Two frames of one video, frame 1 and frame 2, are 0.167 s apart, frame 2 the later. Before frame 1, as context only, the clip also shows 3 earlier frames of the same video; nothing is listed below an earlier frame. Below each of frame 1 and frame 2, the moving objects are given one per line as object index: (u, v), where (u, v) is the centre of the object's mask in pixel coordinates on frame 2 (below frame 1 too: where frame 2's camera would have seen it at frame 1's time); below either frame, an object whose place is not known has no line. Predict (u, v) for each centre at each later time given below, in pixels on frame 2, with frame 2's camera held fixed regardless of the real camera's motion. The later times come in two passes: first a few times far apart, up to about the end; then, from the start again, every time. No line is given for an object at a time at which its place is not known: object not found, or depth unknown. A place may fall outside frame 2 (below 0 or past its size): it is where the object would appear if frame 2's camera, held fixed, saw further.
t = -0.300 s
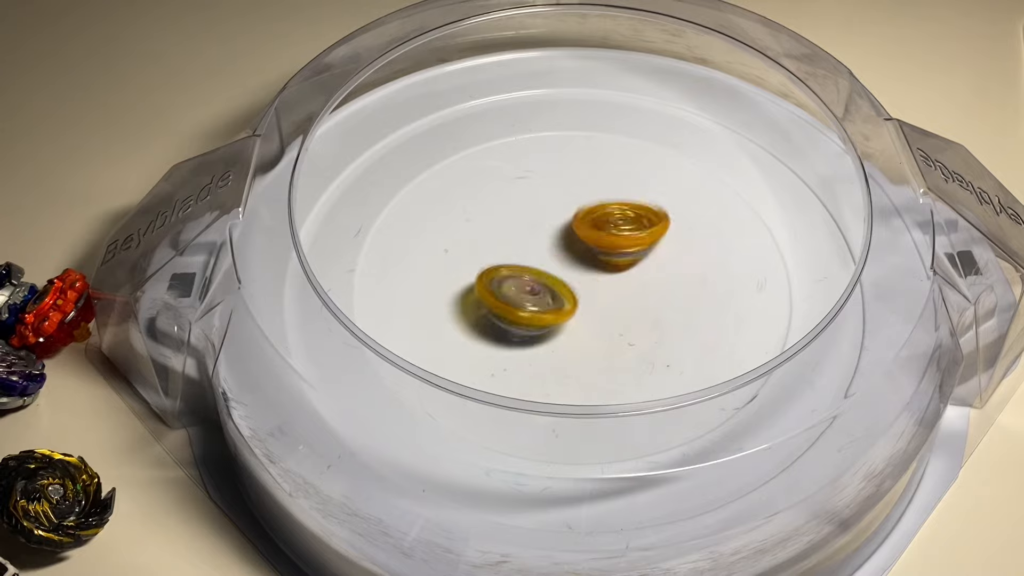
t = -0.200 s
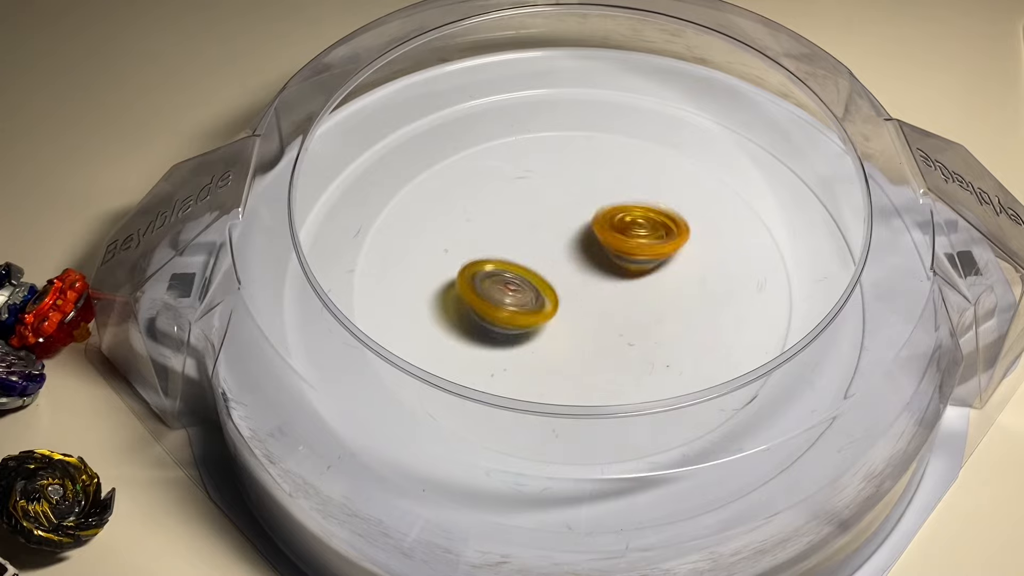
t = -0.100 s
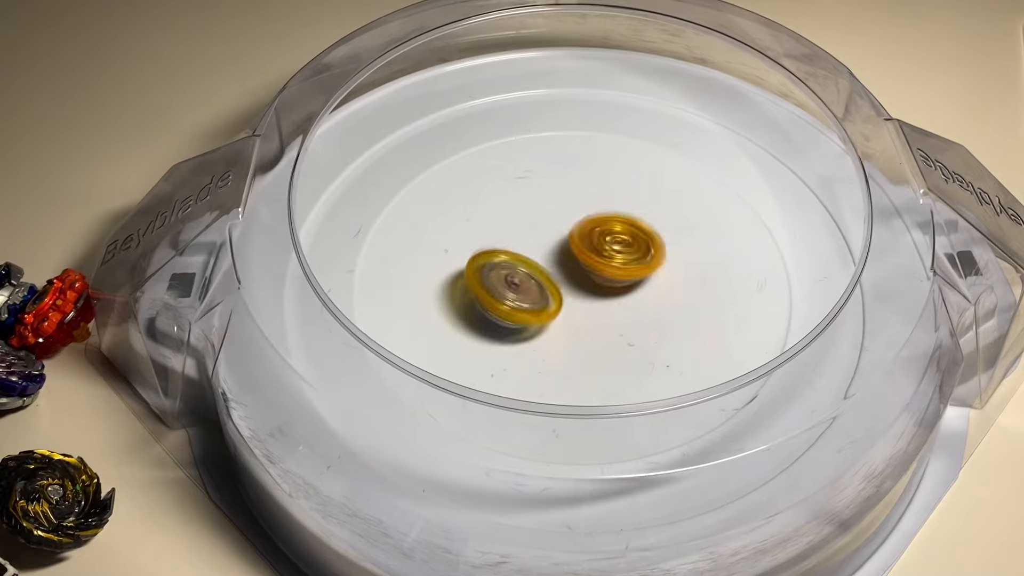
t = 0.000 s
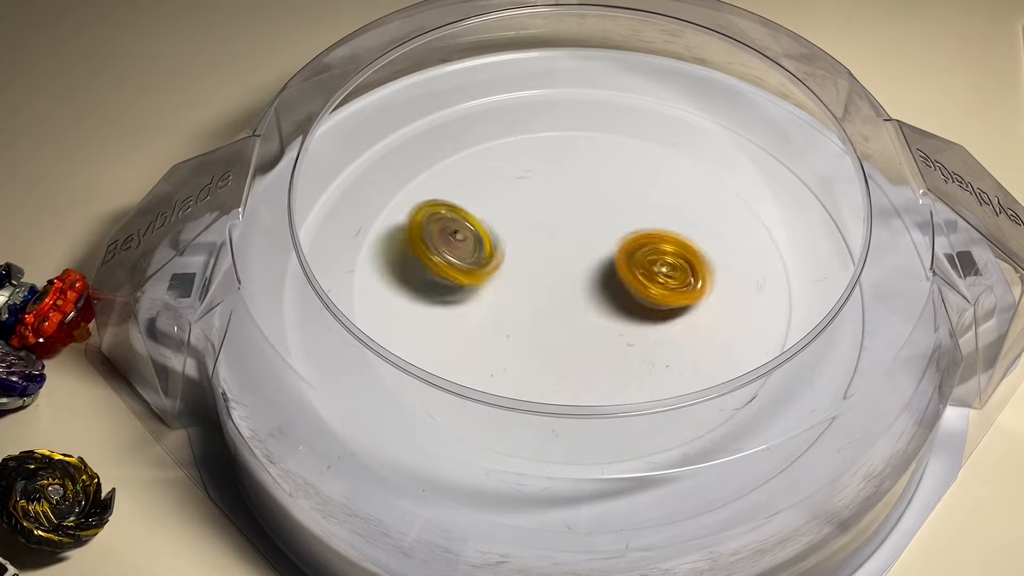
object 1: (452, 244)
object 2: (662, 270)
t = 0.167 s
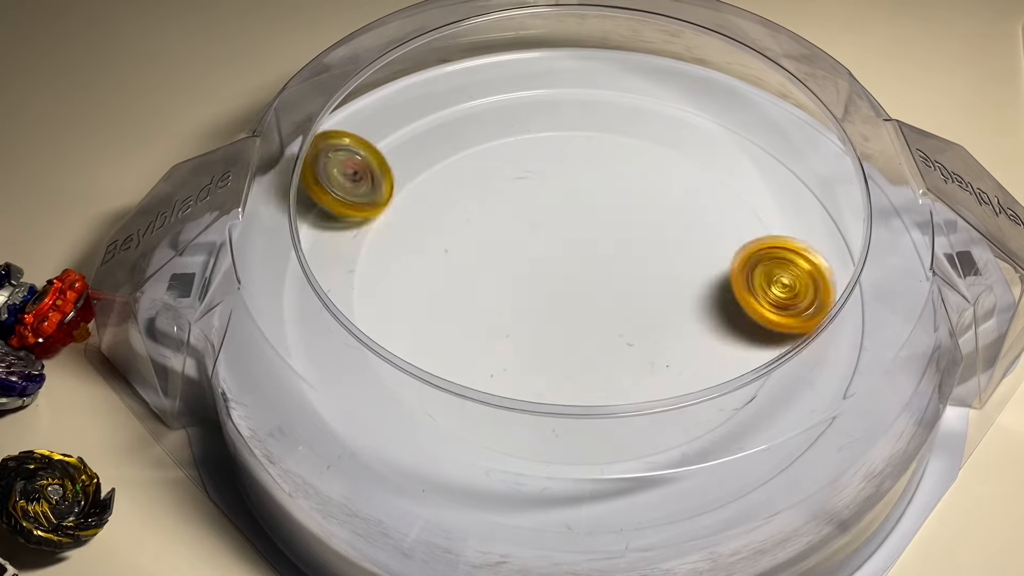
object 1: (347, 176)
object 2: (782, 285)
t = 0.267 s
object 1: (375, 161)
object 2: (774, 282)
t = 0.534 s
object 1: (510, 88)
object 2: (585, 254)
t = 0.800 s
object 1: (663, 102)
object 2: (480, 272)
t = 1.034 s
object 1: (776, 167)
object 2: (533, 295)
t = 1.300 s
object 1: (828, 294)
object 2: (571, 271)
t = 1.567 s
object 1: (737, 433)
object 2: (576, 262)
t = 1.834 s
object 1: (524, 459)
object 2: (576, 272)
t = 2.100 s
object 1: (373, 350)
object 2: (568, 280)
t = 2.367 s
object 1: (379, 221)
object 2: (558, 277)
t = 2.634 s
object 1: (511, 207)
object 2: (559, 276)
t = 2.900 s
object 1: (691, 240)
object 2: (576, 294)
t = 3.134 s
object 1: (745, 320)
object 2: (580, 272)
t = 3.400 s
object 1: (617, 368)
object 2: (569, 264)
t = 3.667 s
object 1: (462, 290)
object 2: (561, 268)
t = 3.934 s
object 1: (461, 172)
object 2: (565, 271)
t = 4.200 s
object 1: (559, 149)
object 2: (564, 270)
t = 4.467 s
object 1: (654, 245)
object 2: (566, 269)
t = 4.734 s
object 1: (604, 365)
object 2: (565, 270)
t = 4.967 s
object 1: (484, 362)
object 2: (567, 270)
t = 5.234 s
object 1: (455, 264)
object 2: (563, 270)
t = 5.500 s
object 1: (579, 193)
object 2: (565, 270)
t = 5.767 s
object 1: (689, 235)
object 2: (565, 269)
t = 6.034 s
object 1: (644, 330)
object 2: (567, 269)
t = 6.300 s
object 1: (482, 308)
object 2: (566, 271)
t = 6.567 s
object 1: (464, 204)
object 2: (564, 270)
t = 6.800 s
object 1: (556, 193)
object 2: (565, 270)
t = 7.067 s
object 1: (704, 279)
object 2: (543, 273)
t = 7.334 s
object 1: (715, 317)
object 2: (555, 273)
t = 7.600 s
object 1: (554, 347)
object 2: (546, 227)
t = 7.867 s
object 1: (566, 321)
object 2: (562, 251)
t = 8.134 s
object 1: (578, 322)
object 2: (601, 251)
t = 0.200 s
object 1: (350, 167)
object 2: (784, 285)
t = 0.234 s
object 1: (361, 166)
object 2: (782, 286)
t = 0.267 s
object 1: (375, 161)
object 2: (774, 282)
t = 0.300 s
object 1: (390, 154)
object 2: (760, 279)
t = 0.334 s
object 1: (404, 149)
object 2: (743, 275)
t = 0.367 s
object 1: (420, 140)
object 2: (721, 270)
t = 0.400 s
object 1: (437, 128)
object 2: (696, 265)
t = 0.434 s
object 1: (454, 118)
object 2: (668, 262)
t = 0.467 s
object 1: (472, 107)
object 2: (640, 259)
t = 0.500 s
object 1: (490, 98)
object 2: (612, 257)
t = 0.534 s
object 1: (510, 88)
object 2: (585, 254)
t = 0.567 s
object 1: (530, 83)
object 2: (560, 251)
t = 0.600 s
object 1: (550, 85)
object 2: (538, 249)
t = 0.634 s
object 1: (568, 87)
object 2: (518, 249)
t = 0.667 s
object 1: (588, 87)
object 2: (499, 253)
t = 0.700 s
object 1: (608, 87)
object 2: (487, 256)
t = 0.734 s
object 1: (629, 88)
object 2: (482, 260)
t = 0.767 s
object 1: (648, 95)
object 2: (478, 266)
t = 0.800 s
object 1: (663, 102)
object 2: (480, 272)
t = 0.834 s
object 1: (680, 107)
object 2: (482, 281)
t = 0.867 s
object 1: (699, 114)
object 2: (489, 285)
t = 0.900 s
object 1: (720, 121)
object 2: (496, 291)
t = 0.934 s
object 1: (739, 130)
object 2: (506, 294)
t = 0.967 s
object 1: (751, 143)
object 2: (514, 295)
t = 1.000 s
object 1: (763, 156)
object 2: (524, 296)
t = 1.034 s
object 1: (776, 167)
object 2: (533, 295)
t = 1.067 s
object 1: (791, 181)
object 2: (538, 293)
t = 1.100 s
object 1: (806, 196)
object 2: (546, 291)
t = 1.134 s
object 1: (813, 212)
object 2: (553, 287)
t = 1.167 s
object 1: (815, 226)
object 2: (558, 284)
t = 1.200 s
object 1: (815, 242)
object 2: (563, 281)
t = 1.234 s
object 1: (818, 259)
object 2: (565, 276)
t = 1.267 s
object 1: (824, 276)
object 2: (567, 273)
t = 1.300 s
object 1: (828, 294)
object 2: (571, 271)
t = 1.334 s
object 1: (830, 314)
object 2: (573, 268)
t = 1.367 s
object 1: (827, 334)
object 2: (574, 266)
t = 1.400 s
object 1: (818, 360)
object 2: (575, 264)
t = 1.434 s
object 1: (807, 373)
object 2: (573, 262)
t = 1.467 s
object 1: (794, 387)
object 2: (573, 263)
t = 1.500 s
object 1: (778, 407)
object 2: (575, 263)
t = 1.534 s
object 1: (755, 425)
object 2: (575, 263)
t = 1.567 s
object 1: (737, 433)
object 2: (576, 262)
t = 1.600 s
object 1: (715, 444)
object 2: (574, 262)
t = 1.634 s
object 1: (690, 454)
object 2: (574, 264)
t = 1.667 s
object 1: (663, 464)
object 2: (575, 265)
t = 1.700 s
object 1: (636, 465)
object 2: (576, 266)
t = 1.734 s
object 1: (609, 469)
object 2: (577, 266)
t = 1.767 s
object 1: (581, 467)
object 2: (576, 267)
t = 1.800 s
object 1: (550, 466)
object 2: (575, 269)
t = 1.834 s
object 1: (524, 459)
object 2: (576, 272)
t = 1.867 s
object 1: (498, 452)
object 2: (576, 273)
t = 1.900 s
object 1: (473, 442)
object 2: (576, 274)
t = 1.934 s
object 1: (450, 432)
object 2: (574, 275)
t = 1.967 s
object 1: (429, 419)
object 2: (572, 277)
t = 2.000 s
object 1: (411, 408)
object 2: (573, 279)
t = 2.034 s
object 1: (392, 395)
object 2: (572, 278)
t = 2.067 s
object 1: (382, 367)
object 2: (570, 280)
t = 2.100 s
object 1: (373, 350)
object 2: (568, 280)
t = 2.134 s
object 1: (366, 332)
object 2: (565, 281)
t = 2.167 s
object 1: (362, 313)
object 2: (565, 281)
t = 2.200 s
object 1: (358, 296)
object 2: (563, 280)
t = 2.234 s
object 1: (361, 280)
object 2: (563, 280)
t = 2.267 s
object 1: (360, 264)
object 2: (560, 279)
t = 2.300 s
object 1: (364, 247)
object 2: (559, 279)
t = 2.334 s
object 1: (370, 233)
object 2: (559, 277)
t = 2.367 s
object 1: (379, 221)
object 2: (558, 277)
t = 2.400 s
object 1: (389, 211)
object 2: (558, 276)
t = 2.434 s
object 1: (402, 206)
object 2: (554, 275)
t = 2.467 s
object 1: (418, 204)
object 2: (555, 274)
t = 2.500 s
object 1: (436, 203)
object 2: (554, 272)
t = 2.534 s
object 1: (454, 206)
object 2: (555, 271)
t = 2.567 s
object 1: (473, 209)
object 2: (554, 269)
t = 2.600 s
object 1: (493, 211)
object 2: (555, 268)
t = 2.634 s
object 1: (511, 207)
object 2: (559, 276)
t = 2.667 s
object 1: (537, 203)
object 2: (562, 287)
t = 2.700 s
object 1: (560, 205)
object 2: (564, 293)
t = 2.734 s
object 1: (584, 209)
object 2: (567, 299)
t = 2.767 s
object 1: (607, 213)
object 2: (570, 301)
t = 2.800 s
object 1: (630, 219)
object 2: (572, 301)
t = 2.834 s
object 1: (652, 225)
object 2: (571, 299)
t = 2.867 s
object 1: (673, 232)
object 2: (574, 298)
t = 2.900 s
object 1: (691, 240)
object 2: (576, 294)
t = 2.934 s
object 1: (707, 250)
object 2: (577, 291)
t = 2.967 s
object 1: (721, 260)
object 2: (577, 287)
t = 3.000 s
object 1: (732, 272)
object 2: (580, 284)
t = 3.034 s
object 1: (741, 284)
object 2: (580, 280)
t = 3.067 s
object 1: (746, 297)
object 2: (580, 276)
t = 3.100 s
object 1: (747, 309)
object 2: (579, 275)
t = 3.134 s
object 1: (745, 320)
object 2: (580, 272)
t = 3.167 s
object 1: (738, 331)
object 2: (579, 270)
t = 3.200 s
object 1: (728, 340)
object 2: (576, 268)
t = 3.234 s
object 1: (716, 350)
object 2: (577, 268)
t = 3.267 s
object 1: (701, 354)
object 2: (575, 265)
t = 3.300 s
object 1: (683, 360)
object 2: (573, 264)
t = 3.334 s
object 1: (663, 366)
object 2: (571, 265)
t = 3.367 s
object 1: (640, 370)
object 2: (570, 264)
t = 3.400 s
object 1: (617, 368)
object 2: (569, 264)
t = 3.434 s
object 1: (593, 365)
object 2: (566, 264)
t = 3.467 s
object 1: (569, 362)
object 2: (567, 265)
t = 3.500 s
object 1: (547, 355)
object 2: (565, 265)
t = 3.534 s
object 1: (526, 346)
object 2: (564, 265)
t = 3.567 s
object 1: (505, 334)
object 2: (562, 267)
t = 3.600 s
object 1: (488, 319)
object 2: (563, 267)
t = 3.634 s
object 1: (473, 305)
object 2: (564, 267)
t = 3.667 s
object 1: (462, 290)
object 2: (561, 268)
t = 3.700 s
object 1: (452, 273)
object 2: (564, 269)
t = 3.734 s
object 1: (445, 259)
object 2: (564, 270)
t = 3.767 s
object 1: (442, 242)
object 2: (563, 269)
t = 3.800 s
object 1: (441, 226)
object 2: (563, 271)
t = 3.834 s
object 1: (442, 210)
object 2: (564, 271)
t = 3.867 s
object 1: (447, 197)
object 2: (565, 271)
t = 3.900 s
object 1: (453, 183)
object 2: (563, 272)
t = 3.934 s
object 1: (461, 172)
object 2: (565, 271)
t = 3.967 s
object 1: (465, 167)
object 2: (563, 271)
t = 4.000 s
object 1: (477, 159)
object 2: (565, 271)
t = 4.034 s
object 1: (489, 149)
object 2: (565, 271)
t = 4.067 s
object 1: (502, 147)
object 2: (564, 270)
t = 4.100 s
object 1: (516, 143)
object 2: (565, 271)
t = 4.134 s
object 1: (530, 144)
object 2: (565, 270)
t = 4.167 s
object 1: (546, 144)
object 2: (565, 269)
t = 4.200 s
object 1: (559, 149)
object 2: (564, 270)
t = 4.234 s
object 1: (575, 155)
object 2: (565, 269)
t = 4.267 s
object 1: (590, 162)
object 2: (566, 269)
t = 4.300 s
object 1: (604, 173)
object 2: (564, 269)
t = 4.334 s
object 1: (616, 183)
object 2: (566, 268)
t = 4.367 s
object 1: (629, 197)
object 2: (566, 269)
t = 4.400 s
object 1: (639, 211)
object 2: (564, 268)
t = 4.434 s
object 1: (648, 228)
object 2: (565, 269)
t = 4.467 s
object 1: (654, 245)
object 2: (566, 269)
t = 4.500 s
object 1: (656, 264)
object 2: (564, 268)
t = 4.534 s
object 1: (657, 281)
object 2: (566, 269)
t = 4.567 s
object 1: (655, 300)
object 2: (566, 268)
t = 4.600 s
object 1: (651, 316)
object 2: (565, 268)
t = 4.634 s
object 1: (643, 334)
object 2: (565, 270)
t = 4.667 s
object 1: (633, 348)
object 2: (566, 269)
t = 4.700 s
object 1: (620, 357)
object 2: (566, 268)
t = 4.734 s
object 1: (604, 365)
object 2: (565, 270)
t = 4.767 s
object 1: (588, 375)
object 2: (567, 269)
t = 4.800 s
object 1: (571, 377)
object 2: (566, 269)
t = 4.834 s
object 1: (552, 379)
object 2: (565, 270)
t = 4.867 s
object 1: (534, 377)
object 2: (567, 270)
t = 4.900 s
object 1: (515, 375)
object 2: (567, 269)
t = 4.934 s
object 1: (500, 369)
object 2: (566, 270)
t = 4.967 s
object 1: (484, 362)
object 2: (567, 270)
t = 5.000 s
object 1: (470, 353)
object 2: (568, 270)
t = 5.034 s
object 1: (459, 346)
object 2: (565, 270)
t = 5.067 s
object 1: (451, 330)
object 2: (567, 270)
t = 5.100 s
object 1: (445, 321)
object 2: (566, 270)
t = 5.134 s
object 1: (443, 304)
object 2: (564, 270)
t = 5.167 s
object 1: (444, 292)
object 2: (566, 270)
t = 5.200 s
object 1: (448, 277)
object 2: (566, 270)
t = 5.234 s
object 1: (455, 264)
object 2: (563, 270)
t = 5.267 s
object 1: (464, 252)
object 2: (565, 270)
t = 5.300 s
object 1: (476, 240)
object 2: (565, 270)
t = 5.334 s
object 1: (486, 229)
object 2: (563, 271)
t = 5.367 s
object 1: (502, 218)
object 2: (565, 270)
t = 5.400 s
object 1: (519, 209)
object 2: (565, 270)
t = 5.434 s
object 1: (538, 200)
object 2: (563, 271)
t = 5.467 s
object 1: (558, 196)
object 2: (565, 270)
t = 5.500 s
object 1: (579, 193)
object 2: (565, 270)
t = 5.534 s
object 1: (598, 194)
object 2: (563, 270)
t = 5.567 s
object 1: (614, 196)
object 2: (565, 270)
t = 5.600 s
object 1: (630, 199)
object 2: (565, 269)
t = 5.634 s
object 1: (646, 204)
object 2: (563, 270)
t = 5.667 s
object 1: (660, 209)
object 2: (565, 269)
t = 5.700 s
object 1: (672, 217)
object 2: (565, 269)
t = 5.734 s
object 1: (682, 225)
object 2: (564, 270)
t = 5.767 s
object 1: (689, 235)
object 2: (565, 269)
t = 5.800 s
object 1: (694, 246)
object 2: (565, 268)
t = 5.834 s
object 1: (696, 259)
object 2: (565, 269)
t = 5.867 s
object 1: (695, 272)
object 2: (565, 269)
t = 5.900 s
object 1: (692, 285)
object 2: (565, 268)
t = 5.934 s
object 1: (685, 296)
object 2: (566, 269)
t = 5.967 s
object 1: (674, 310)
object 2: (566, 269)
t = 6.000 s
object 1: (660, 320)
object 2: (565, 268)
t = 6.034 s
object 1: (644, 330)
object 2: (567, 269)
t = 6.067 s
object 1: (622, 339)
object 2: (567, 269)
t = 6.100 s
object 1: (602, 343)
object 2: (564, 269)
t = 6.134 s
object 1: (580, 343)
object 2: (567, 269)
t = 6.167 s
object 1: (556, 342)
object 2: (567, 269)
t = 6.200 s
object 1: (533, 339)
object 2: (565, 270)
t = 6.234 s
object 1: (514, 331)
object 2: (567, 270)
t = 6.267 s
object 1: (496, 321)
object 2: (567, 270)
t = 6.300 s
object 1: (482, 308)
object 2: (566, 271)
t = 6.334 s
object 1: (470, 294)
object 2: (567, 270)
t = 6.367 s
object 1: (458, 280)
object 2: (566, 269)
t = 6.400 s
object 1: (453, 263)
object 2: (567, 271)
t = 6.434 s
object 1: (450, 249)
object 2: (566, 270)
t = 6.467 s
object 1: (450, 235)
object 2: (565, 270)
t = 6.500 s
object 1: (452, 222)
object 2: (566, 270)
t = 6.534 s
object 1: (458, 212)
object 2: (566, 270)
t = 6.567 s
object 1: (464, 204)
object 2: (564, 270)
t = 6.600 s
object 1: (473, 197)
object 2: (565, 270)
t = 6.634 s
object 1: (483, 192)
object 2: (565, 270)
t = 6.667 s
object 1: (496, 188)
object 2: (564, 271)
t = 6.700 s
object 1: (510, 187)
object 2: (565, 270)
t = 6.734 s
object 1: (524, 188)
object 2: (564, 269)
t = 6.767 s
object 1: (539, 190)
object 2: (565, 271)
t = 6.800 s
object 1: (556, 193)
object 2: (565, 270)
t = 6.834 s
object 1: (572, 197)
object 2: (563, 270)
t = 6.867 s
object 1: (589, 203)
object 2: (565, 270)
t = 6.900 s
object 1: (605, 212)
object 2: (565, 270)
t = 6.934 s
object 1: (623, 231)
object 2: (559, 272)
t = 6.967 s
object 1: (645, 244)
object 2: (552, 272)
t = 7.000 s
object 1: (665, 256)
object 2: (545, 272)
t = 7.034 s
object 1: (685, 271)
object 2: (544, 273)
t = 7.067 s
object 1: (704, 279)
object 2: (543, 273)
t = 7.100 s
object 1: (717, 288)
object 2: (542, 274)
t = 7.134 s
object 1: (727, 296)
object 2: (544, 273)
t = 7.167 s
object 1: (731, 302)
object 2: (545, 273)
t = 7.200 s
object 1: (733, 306)
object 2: (549, 273)
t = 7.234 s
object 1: (730, 310)
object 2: (551, 273)
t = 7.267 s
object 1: (728, 313)
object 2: (552, 274)
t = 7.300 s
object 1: (723, 316)
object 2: (555, 274)
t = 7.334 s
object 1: (715, 317)
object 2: (555, 273)
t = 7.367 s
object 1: (701, 319)
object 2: (559, 273)
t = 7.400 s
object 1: (684, 320)
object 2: (561, 273)
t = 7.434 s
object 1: (660, 320)
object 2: (562, 274)
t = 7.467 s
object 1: (631, 326)
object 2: (562, 268)
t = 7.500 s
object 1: (604, 324)
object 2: (558, 259)
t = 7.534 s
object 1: (584, 337)
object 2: (553, 246)
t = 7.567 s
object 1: (568, 344)
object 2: (547, 234)
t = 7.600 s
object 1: (554, 347)
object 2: (546, 227)
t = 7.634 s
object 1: (544, 348)
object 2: (547, 225)
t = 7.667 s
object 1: (539, 346)
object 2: (548, 225)
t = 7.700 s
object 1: (538, 343)
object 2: (549, 227)
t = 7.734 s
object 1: (539, 341)
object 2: (551, 230)
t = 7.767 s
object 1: (543, 338)
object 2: (552, 234)
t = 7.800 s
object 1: (551, 332)
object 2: (556, 240)
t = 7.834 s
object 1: (557, 327)
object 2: (557, 245)
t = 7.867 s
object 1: (566, 321)
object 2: (562, 251)
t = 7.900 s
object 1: (571, 318)
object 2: (569, 253)
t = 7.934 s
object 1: (571, 323)
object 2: (581, 249)
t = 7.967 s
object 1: (571, 326)
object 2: (589, 245)
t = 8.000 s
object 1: (571, 326)
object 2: (596, 239)
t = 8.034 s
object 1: (571, 325)
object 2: (600, 242)
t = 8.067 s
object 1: (573, 323)
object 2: (601, 244)
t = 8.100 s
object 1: (576, 322)
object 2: (602, 247)
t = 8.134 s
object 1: (578, 322)
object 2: (601, 251)
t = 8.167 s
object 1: (580, 322)
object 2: (600, 255)
